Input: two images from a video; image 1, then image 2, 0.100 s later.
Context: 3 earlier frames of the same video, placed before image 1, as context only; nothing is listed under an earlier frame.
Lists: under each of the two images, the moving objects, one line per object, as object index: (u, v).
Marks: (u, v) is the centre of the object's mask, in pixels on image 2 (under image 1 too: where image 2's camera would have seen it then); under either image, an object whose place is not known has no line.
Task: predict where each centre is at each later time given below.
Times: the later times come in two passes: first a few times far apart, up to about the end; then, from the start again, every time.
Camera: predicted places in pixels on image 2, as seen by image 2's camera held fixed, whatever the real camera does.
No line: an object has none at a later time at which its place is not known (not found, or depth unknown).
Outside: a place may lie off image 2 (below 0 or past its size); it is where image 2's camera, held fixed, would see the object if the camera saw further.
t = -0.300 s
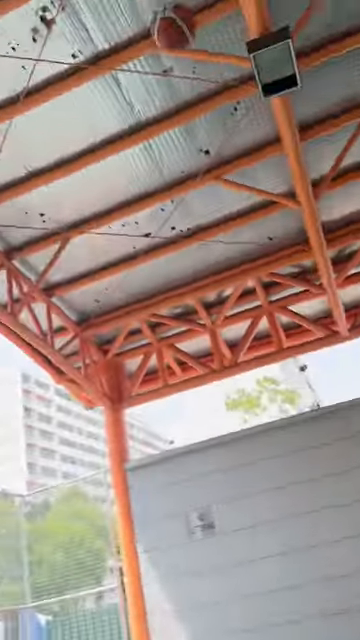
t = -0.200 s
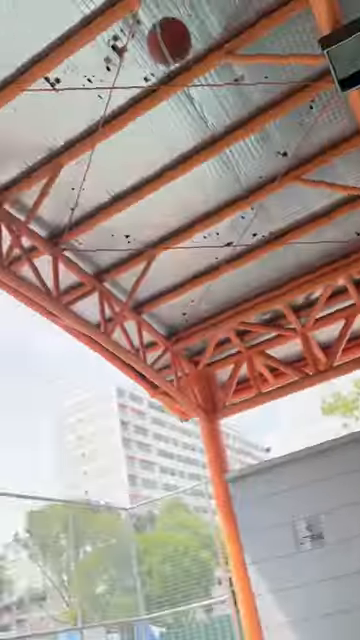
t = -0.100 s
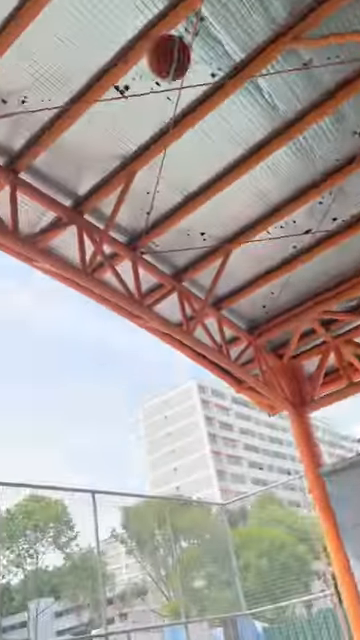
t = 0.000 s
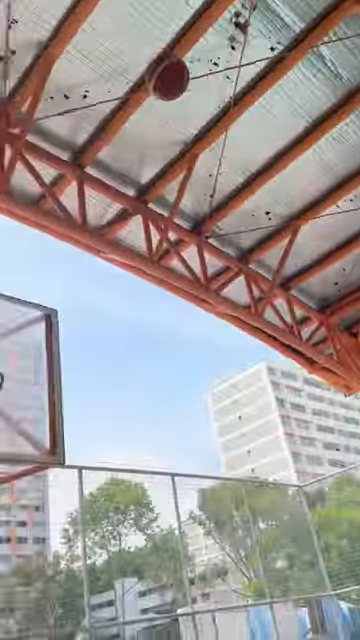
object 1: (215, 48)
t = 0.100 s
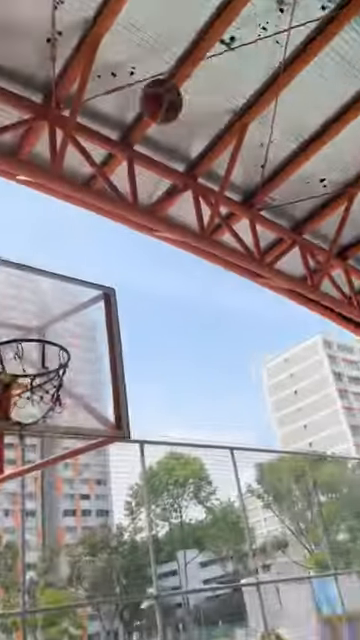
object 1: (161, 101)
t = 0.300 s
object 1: (61, 243)
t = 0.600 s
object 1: (50, 364)
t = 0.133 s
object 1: (144, 120)
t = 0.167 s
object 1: (130, 143)
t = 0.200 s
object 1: (111, 165)
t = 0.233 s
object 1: (96, 189)
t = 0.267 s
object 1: (77, 216)
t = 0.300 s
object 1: (61, 243)
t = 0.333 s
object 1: (45, 272)
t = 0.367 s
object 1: (28, 302)
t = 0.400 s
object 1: (12, 334)
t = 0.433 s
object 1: (17, 354)
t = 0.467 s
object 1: (32, 369)
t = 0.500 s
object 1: (39, 369)
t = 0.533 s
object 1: (45, 369)
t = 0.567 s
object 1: (50, 371)
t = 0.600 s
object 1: (50, 364)
